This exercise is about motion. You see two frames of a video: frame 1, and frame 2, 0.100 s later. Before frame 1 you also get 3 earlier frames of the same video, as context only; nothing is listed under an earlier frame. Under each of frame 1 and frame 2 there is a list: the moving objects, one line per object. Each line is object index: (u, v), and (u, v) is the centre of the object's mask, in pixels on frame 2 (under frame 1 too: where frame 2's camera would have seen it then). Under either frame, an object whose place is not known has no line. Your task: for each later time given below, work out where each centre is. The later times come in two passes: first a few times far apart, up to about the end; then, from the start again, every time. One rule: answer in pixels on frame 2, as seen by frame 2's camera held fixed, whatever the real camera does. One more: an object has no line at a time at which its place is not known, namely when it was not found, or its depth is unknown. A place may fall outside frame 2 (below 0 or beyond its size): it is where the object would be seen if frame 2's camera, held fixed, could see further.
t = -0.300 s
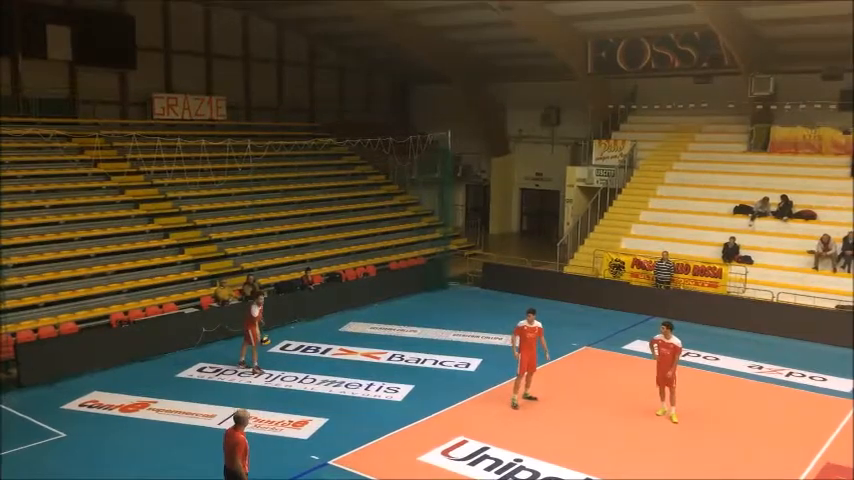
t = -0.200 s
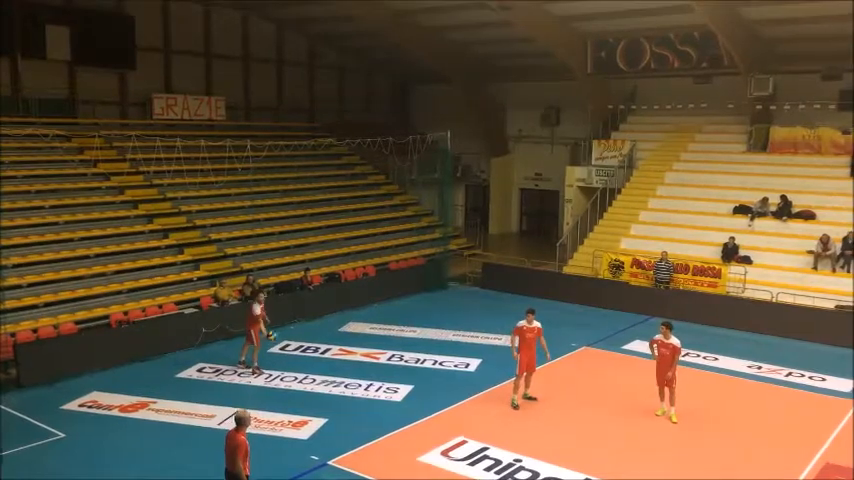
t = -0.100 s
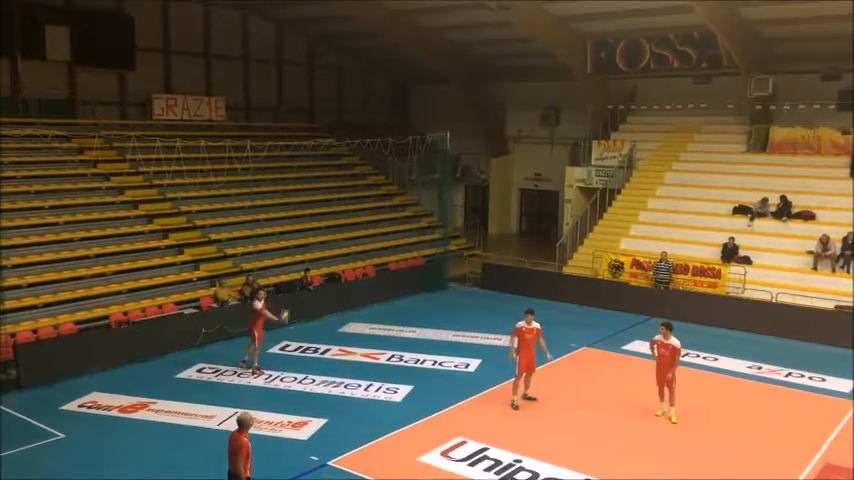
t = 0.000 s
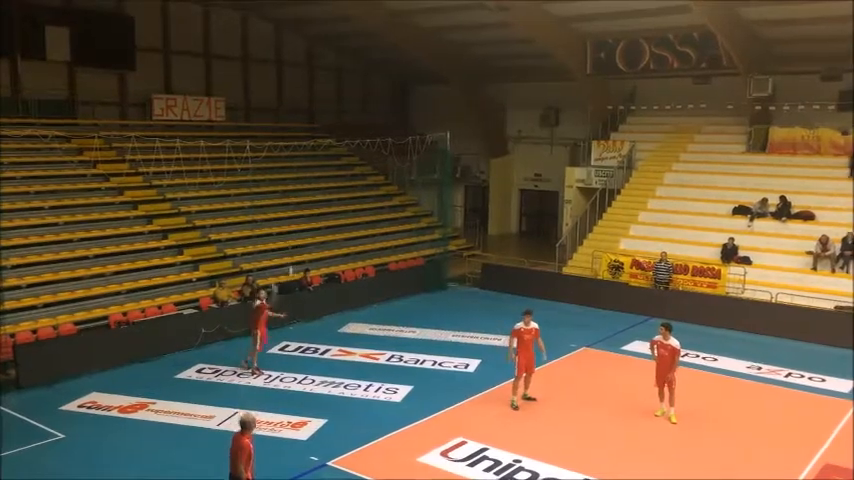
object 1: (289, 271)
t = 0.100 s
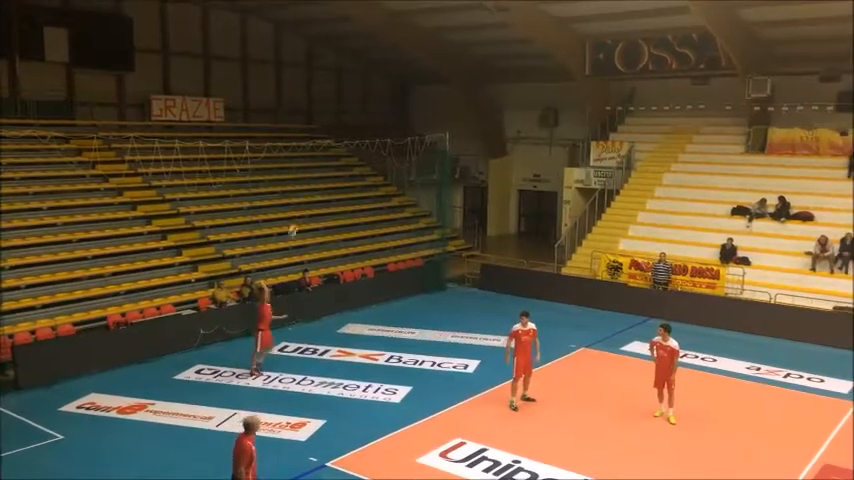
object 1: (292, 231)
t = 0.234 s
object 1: (299, 180)
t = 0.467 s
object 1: (310, 114)
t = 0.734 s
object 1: (324, 69)
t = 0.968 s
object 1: (338, 59)
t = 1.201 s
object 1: (352, 78)
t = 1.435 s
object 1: (365, 127)
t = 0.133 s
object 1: (294, 217)
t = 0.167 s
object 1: (296, 204)
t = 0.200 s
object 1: (298, 192)
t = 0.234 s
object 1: (299, 180)
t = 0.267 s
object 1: (299, 169)
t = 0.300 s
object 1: (301, 159)
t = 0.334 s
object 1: (303, 149)
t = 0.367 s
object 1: (306, 141)
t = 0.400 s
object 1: (306, 130)
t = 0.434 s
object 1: (308, 121)
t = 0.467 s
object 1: (310, 114)
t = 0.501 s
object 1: (311, 106)
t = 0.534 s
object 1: (314, 99)
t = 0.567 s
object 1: (315, 93)
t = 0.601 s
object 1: (316, 87)
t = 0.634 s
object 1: (318, 80)
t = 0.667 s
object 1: (321, 75)
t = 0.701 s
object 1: (322, 72)
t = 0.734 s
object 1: (324, 69)
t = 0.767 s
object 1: (327, 65)
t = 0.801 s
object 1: (328, 63)
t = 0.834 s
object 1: (329, 61)
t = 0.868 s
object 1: (332, 60)
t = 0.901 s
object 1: (334, 60)
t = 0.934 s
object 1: (336, 59)
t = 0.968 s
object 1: (338, 59)
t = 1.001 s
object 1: (340, 60)
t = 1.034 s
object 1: (342, 62)
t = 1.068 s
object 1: (344, 64)
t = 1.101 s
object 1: (346, 66)
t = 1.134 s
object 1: (348, 70)
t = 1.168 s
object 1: (350, 74)
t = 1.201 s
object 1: (352, 78)
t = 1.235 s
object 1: (353, 83)
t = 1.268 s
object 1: (356, 89)
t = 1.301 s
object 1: (357, 95)
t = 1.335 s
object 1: (359, 103)
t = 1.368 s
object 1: (361, 110)
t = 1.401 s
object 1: (363, 117)
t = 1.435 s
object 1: (365, 127)
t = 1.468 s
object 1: (366, 136)
